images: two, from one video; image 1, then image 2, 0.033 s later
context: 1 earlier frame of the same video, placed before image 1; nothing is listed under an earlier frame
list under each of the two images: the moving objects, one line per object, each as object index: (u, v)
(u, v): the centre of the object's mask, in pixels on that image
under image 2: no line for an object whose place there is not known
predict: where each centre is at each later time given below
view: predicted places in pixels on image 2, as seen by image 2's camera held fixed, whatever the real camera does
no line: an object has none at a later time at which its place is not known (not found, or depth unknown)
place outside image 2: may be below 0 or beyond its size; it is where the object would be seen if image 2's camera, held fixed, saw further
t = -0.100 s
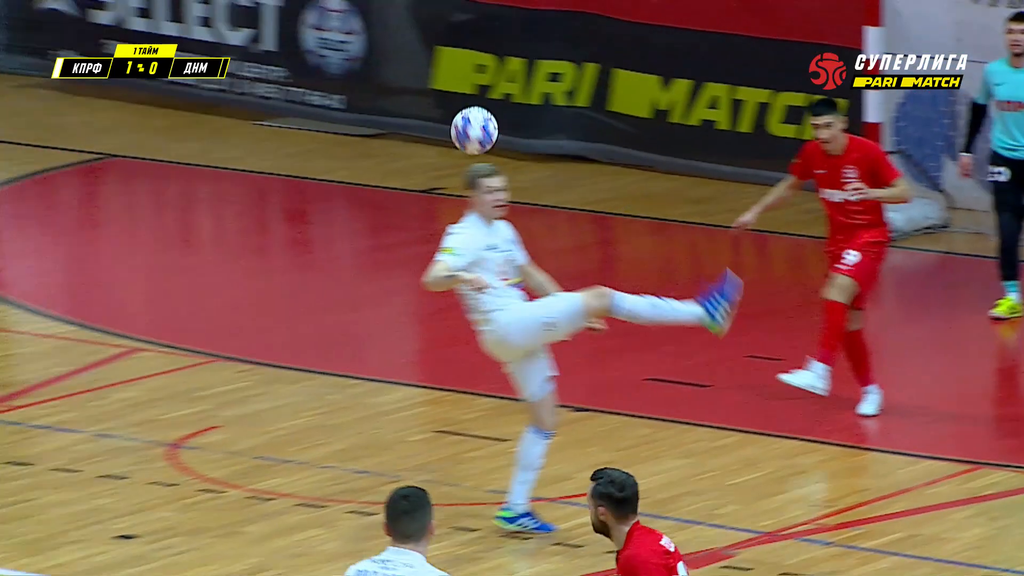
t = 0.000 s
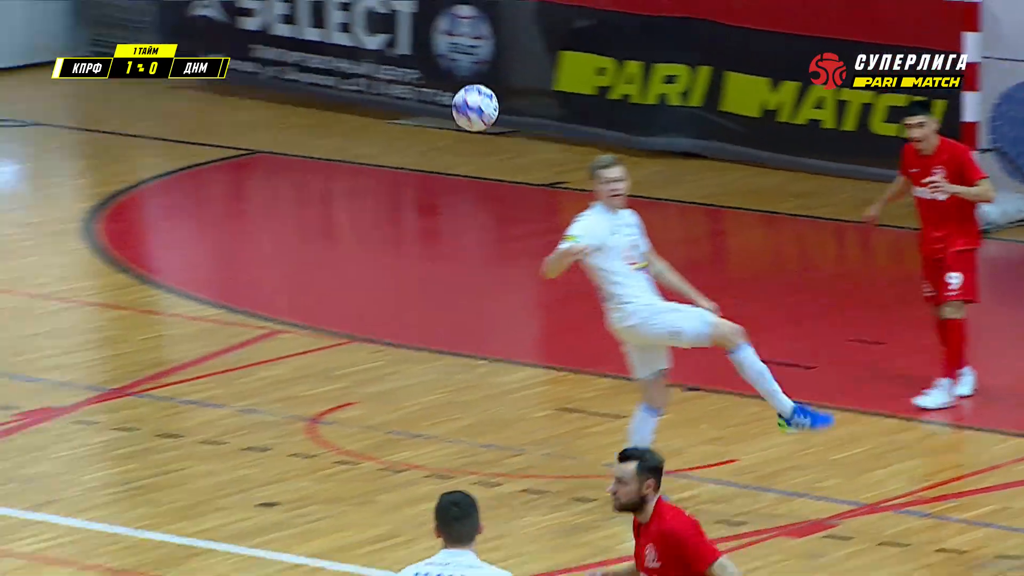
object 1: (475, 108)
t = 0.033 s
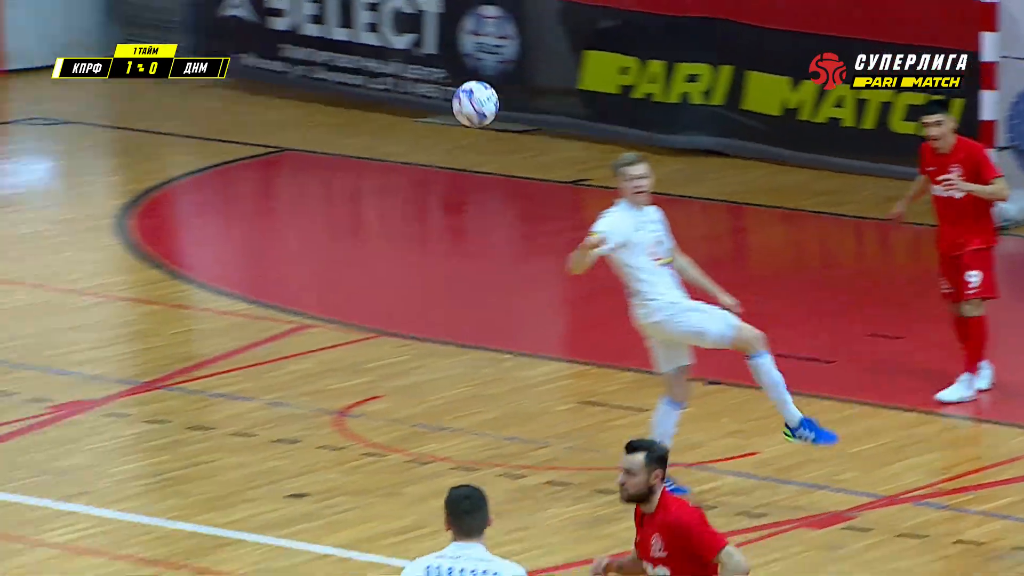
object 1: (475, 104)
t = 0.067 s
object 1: (426, 102)
